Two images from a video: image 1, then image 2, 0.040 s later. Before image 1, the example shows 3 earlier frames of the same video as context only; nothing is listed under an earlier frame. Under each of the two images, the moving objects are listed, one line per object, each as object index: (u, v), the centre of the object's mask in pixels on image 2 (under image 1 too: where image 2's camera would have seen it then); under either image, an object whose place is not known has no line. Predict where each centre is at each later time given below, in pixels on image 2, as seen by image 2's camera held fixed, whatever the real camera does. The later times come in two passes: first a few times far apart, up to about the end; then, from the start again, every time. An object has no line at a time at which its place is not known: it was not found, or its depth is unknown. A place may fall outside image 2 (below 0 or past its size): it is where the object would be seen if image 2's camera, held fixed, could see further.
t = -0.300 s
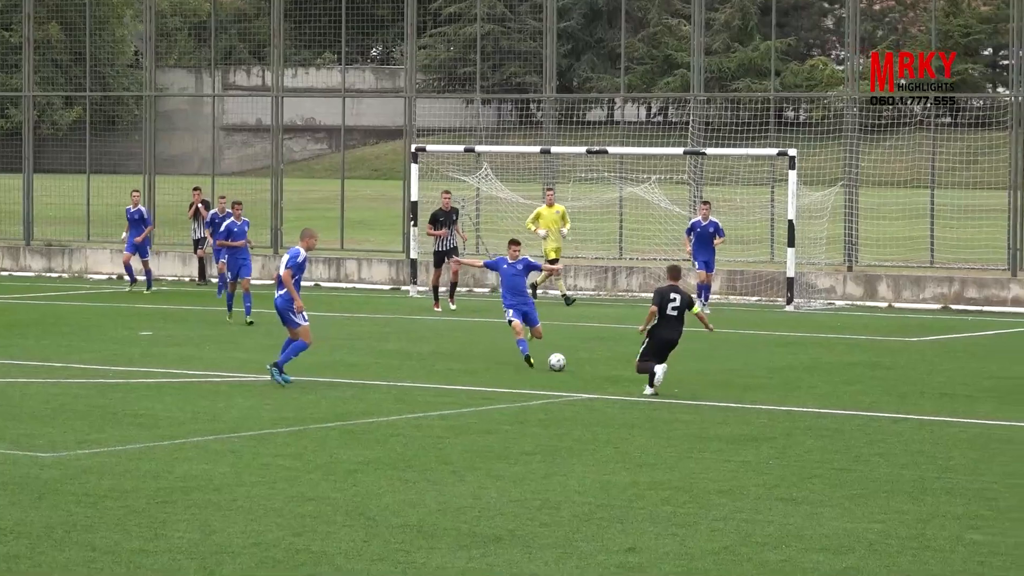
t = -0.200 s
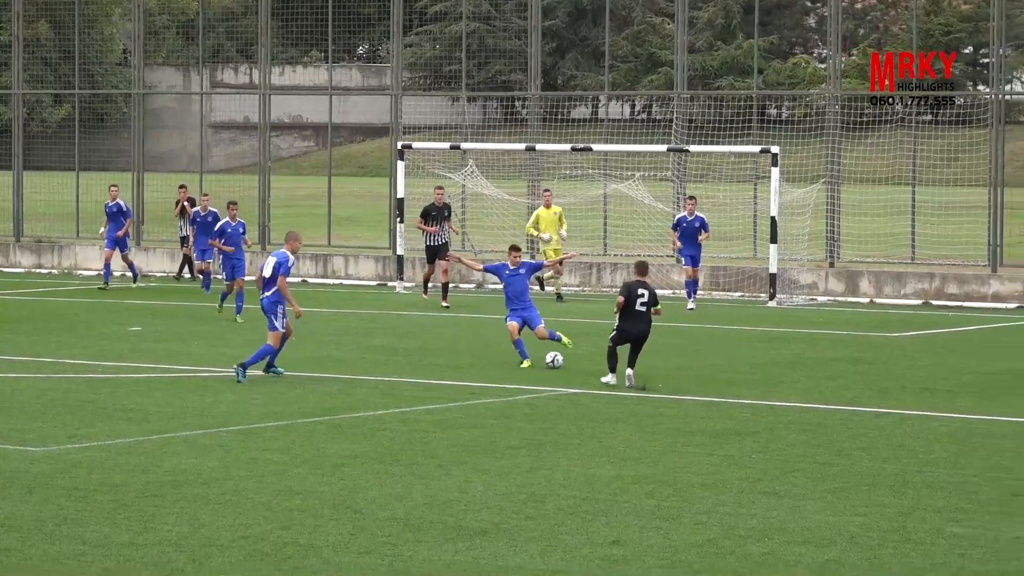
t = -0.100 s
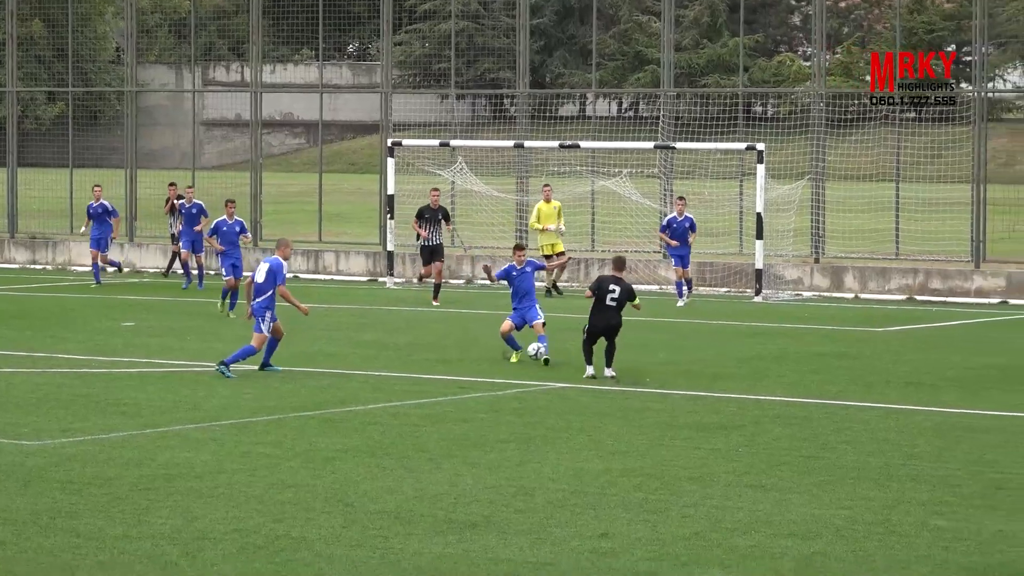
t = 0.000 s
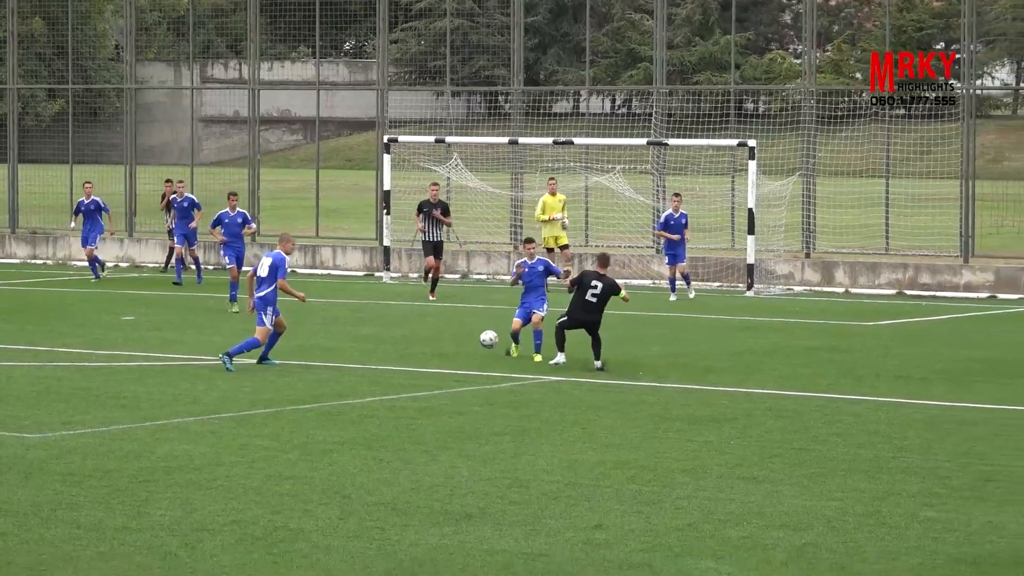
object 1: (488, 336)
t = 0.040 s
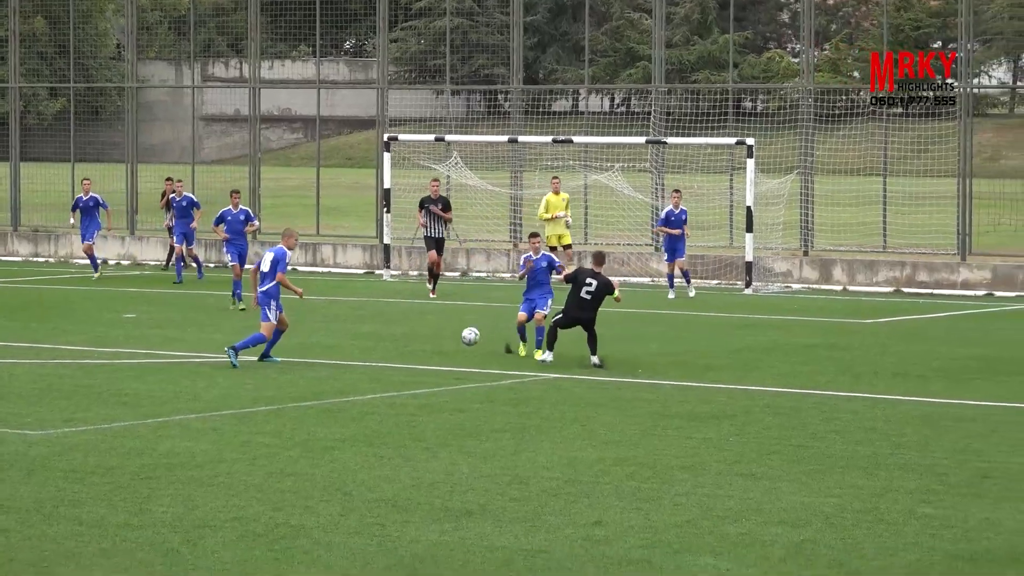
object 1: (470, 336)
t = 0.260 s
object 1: (358, 364)
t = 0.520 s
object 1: (224, 391)
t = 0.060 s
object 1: (461, 337)
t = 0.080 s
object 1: (451, 338)
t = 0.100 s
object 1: (441, 339)
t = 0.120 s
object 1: (431, 341)
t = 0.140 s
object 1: (421, 342)
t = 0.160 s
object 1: (411, 345)
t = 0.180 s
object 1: (401, 348)
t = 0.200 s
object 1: (390, 351)
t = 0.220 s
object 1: (379, 355)
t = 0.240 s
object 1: (369, 359)
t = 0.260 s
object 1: (358, 364)
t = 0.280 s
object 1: (346, 369)
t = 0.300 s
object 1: (335, 375)
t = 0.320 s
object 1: (323, 381)
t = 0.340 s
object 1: (311, 388)
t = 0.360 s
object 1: (299, 396)
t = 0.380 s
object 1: (287, 405)
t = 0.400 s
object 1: (276, 407)
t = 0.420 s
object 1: (269, 403)
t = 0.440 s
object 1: (260, 399)
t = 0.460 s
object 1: (251, 396)
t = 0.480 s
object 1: (243, 394)
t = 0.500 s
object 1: (233, 392)
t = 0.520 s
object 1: (224, 391)
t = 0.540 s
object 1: (216, 389)
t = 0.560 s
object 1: (206, 389)
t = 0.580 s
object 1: (197, 388)
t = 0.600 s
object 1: (188, 389)
